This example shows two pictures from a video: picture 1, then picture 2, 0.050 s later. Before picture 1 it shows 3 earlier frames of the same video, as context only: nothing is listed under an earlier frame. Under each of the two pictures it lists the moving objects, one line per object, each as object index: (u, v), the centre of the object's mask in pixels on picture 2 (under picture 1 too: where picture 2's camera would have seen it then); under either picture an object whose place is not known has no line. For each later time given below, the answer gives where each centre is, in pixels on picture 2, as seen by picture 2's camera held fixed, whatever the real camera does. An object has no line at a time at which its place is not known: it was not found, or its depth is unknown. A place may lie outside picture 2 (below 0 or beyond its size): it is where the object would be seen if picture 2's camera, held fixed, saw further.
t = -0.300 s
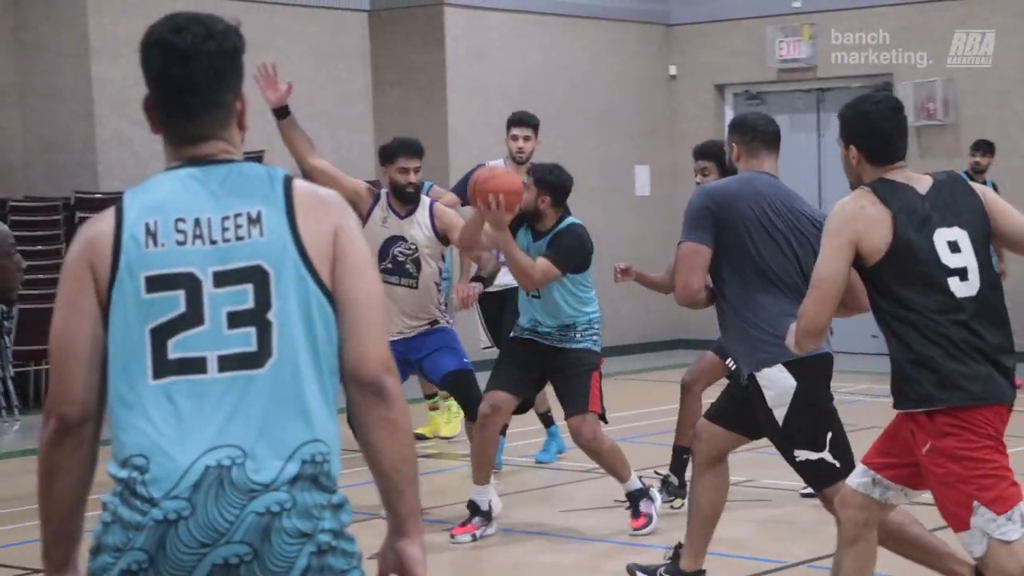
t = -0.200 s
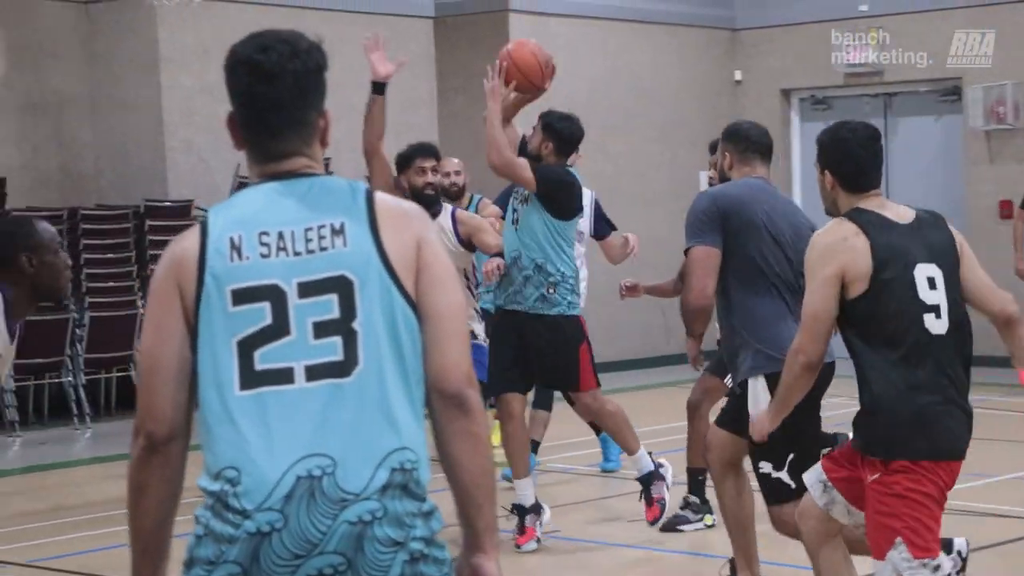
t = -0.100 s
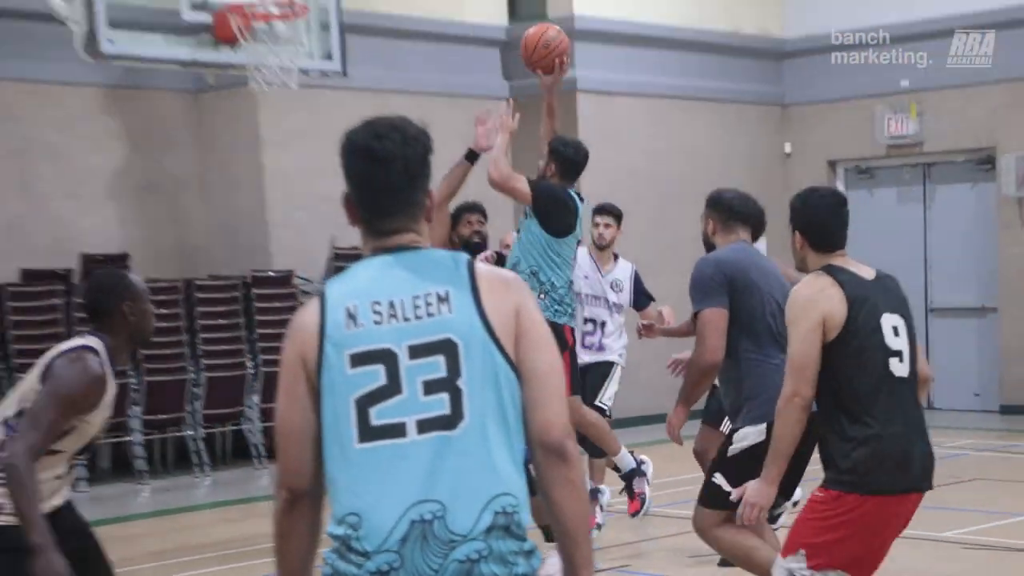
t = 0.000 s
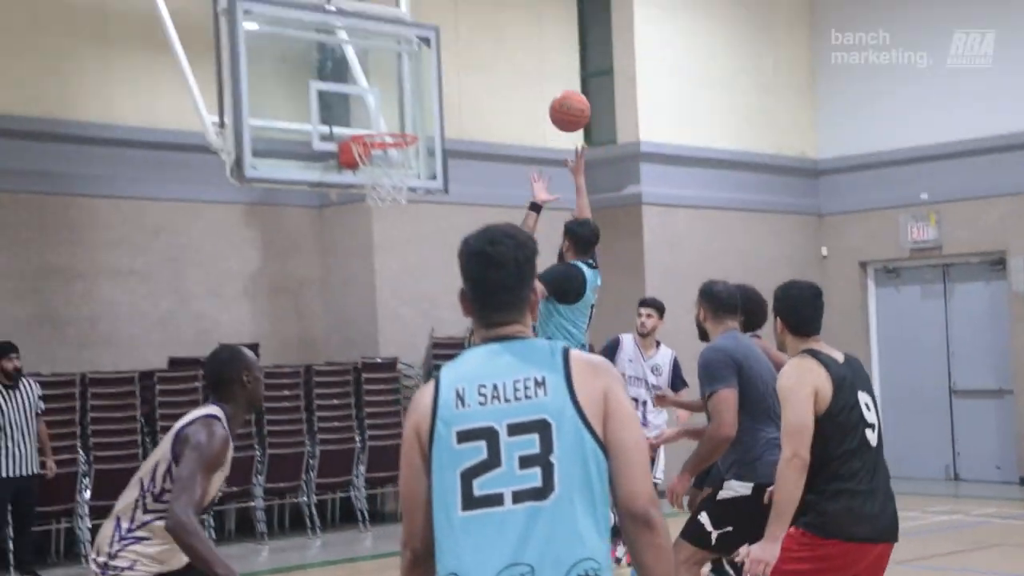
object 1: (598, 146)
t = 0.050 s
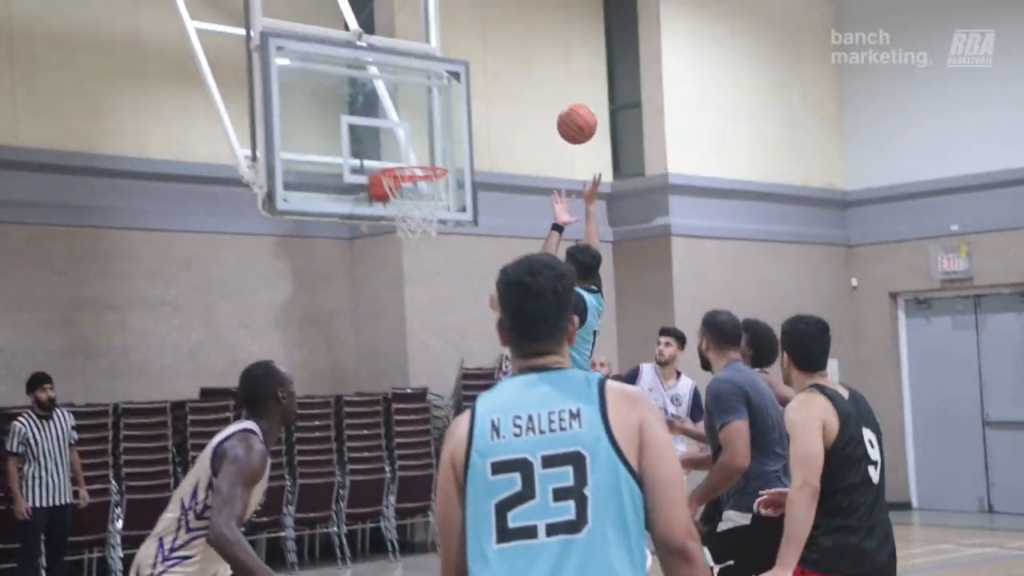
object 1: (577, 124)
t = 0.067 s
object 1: (569, 118)
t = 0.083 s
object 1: (562, 113)
